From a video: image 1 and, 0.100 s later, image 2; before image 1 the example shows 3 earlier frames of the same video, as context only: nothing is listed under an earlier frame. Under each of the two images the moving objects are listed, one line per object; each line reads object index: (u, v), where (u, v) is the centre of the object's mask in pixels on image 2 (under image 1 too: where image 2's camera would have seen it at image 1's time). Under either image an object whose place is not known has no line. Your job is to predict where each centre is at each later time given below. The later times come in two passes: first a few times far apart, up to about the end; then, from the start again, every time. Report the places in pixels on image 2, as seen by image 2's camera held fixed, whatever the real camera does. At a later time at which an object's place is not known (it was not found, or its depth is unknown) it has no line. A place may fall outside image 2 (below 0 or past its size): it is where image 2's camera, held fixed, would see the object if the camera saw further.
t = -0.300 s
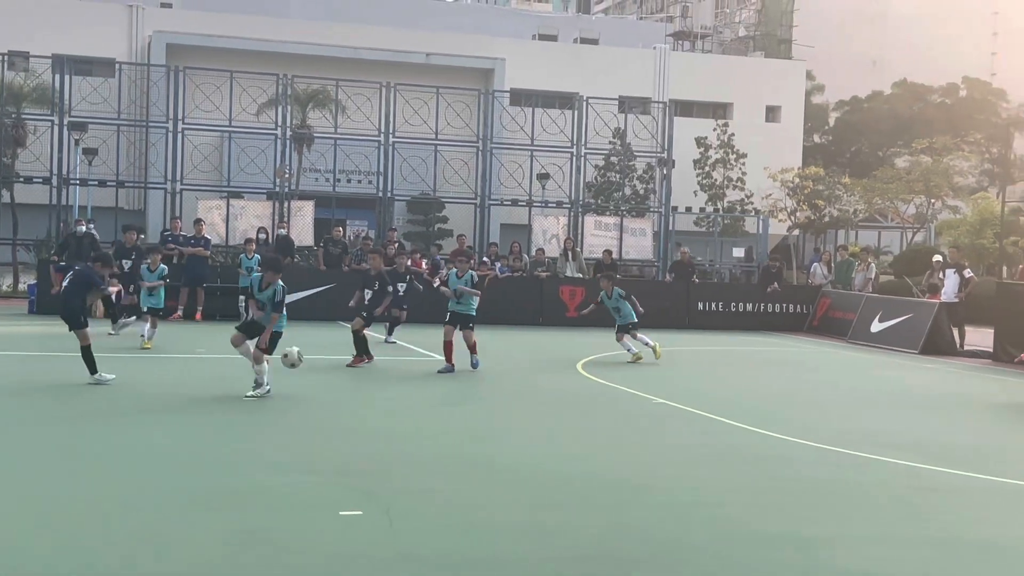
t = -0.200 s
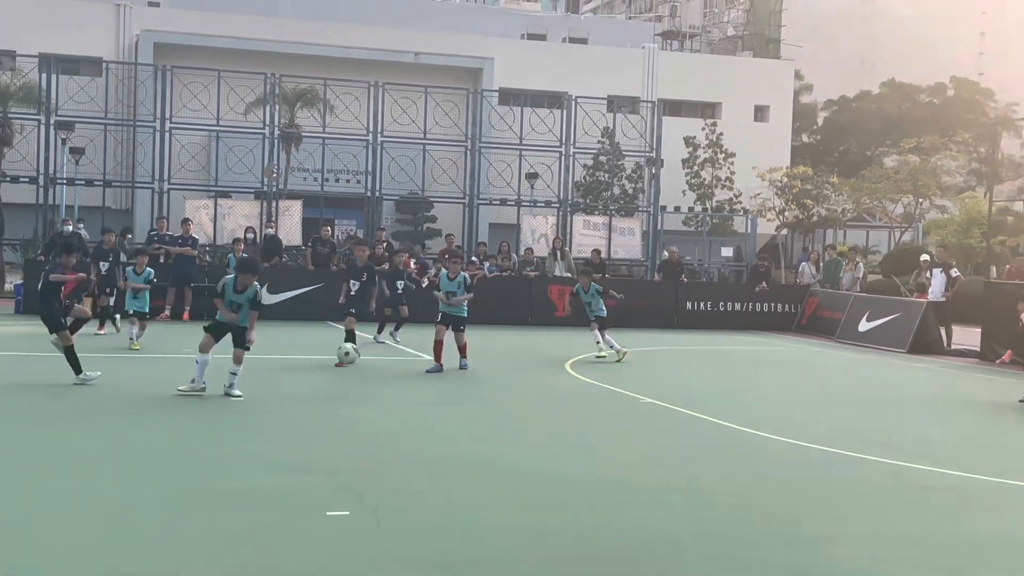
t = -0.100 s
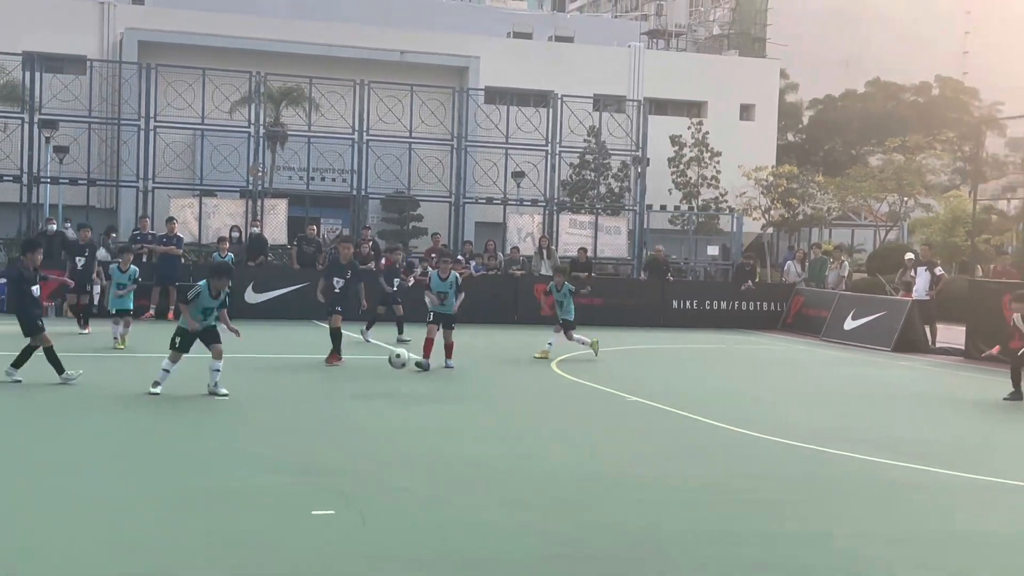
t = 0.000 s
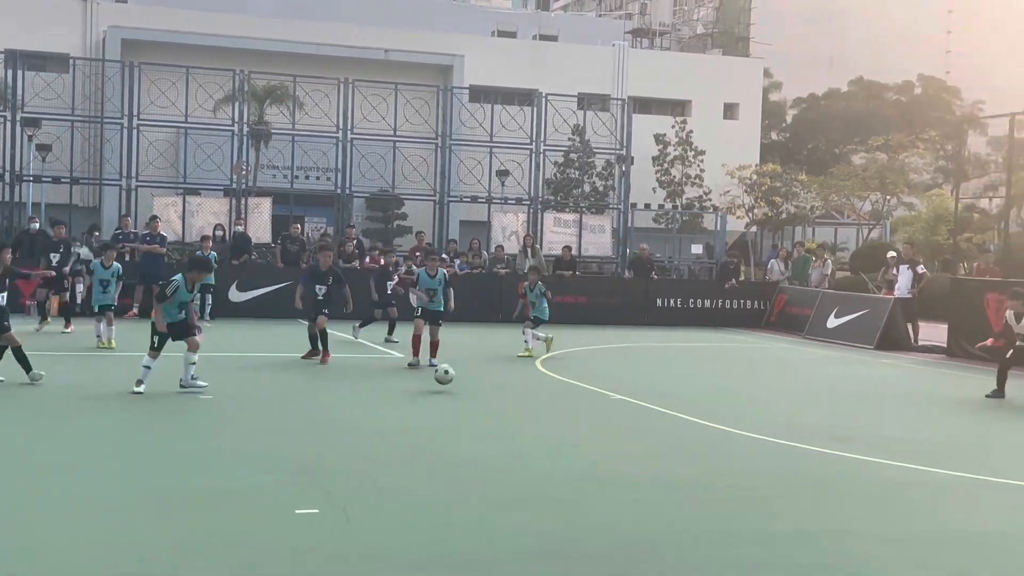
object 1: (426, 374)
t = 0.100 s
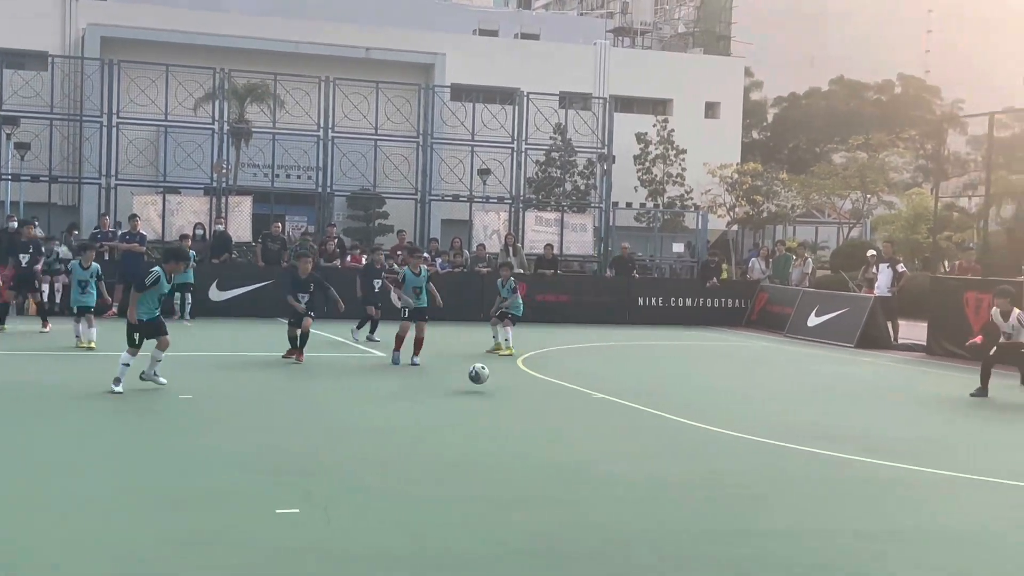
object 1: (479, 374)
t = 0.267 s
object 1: (558, 377)
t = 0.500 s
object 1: (666, 387)
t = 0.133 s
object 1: (495, 372)
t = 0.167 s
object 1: (510, 372)
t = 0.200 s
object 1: (527, 373)
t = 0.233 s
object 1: (542, 374)
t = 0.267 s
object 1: (558, 377)
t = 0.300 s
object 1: (573, 382)
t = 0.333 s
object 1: (589, 384)
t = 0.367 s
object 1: (605, 383)
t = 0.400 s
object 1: (620, 382)
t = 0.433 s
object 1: (635, 383)
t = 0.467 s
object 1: (650, 385)
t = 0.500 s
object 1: (666, 387)
